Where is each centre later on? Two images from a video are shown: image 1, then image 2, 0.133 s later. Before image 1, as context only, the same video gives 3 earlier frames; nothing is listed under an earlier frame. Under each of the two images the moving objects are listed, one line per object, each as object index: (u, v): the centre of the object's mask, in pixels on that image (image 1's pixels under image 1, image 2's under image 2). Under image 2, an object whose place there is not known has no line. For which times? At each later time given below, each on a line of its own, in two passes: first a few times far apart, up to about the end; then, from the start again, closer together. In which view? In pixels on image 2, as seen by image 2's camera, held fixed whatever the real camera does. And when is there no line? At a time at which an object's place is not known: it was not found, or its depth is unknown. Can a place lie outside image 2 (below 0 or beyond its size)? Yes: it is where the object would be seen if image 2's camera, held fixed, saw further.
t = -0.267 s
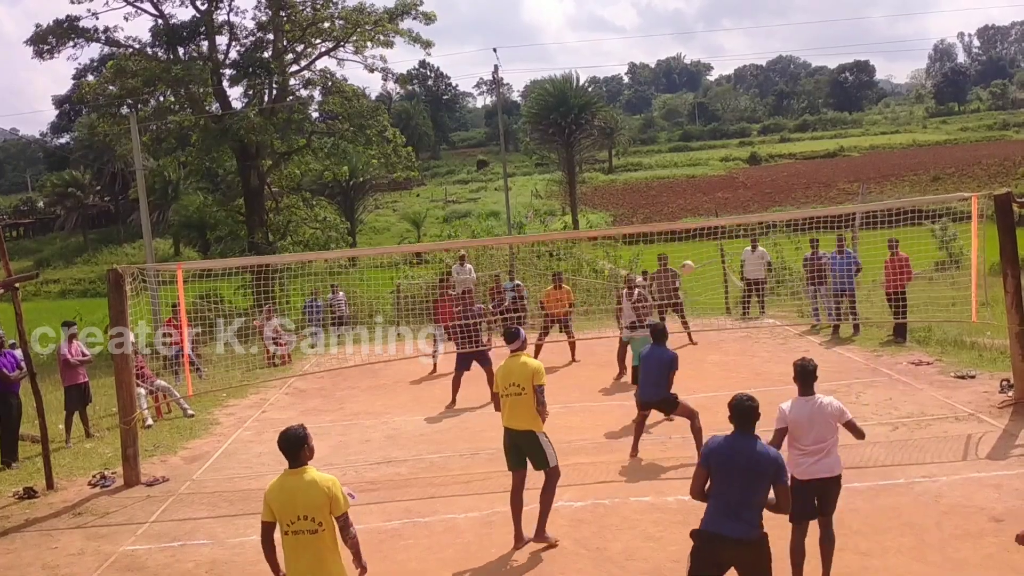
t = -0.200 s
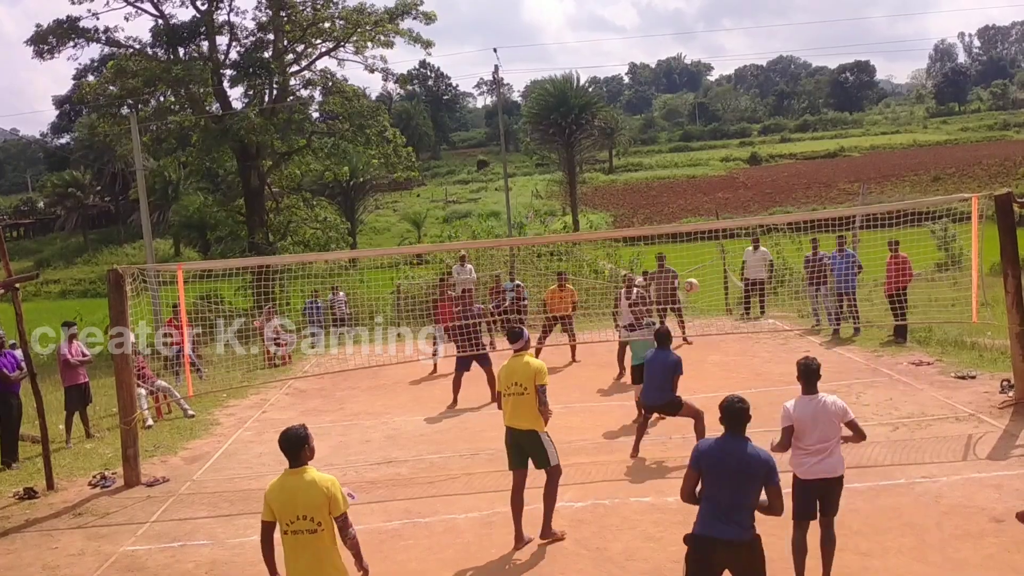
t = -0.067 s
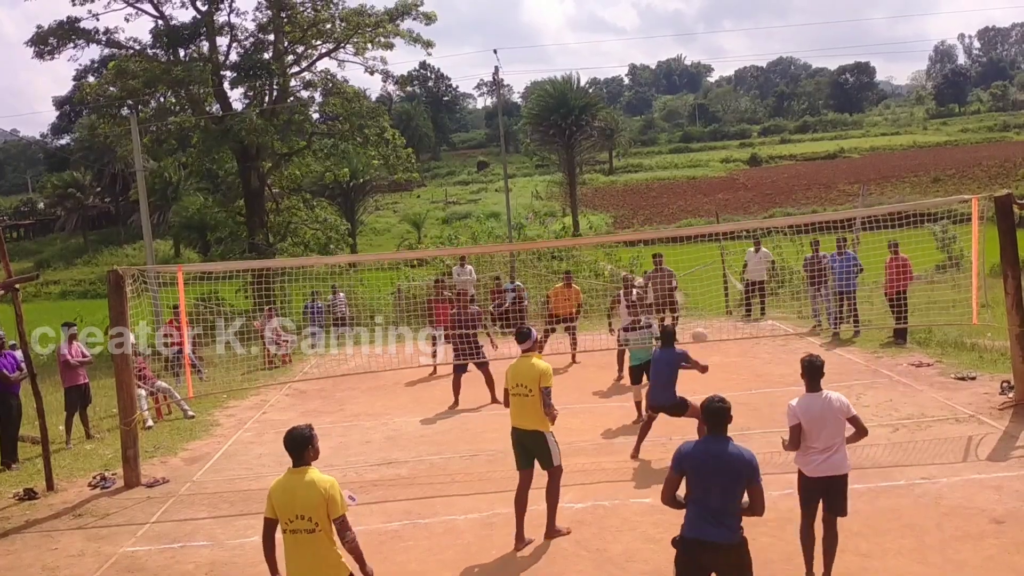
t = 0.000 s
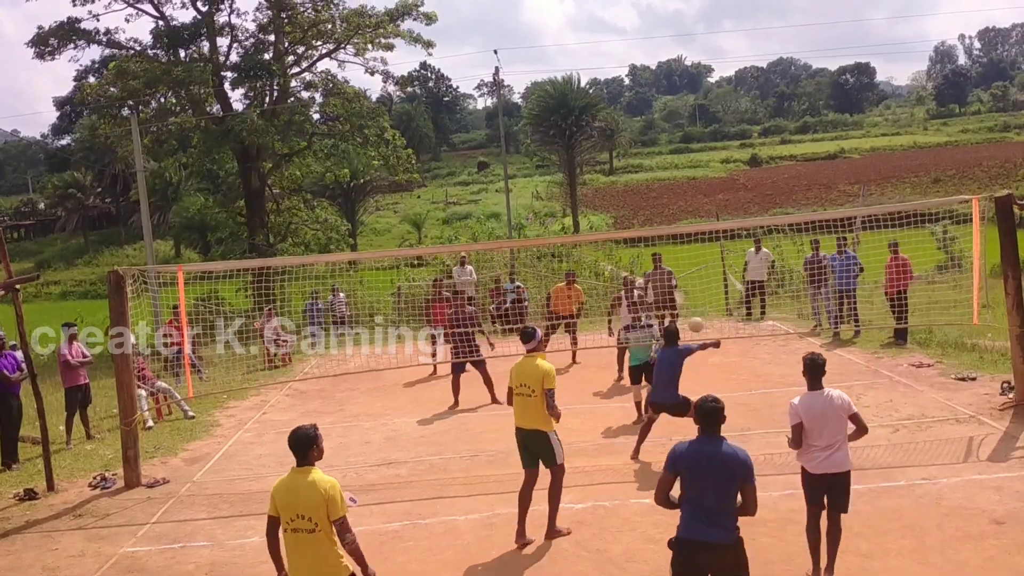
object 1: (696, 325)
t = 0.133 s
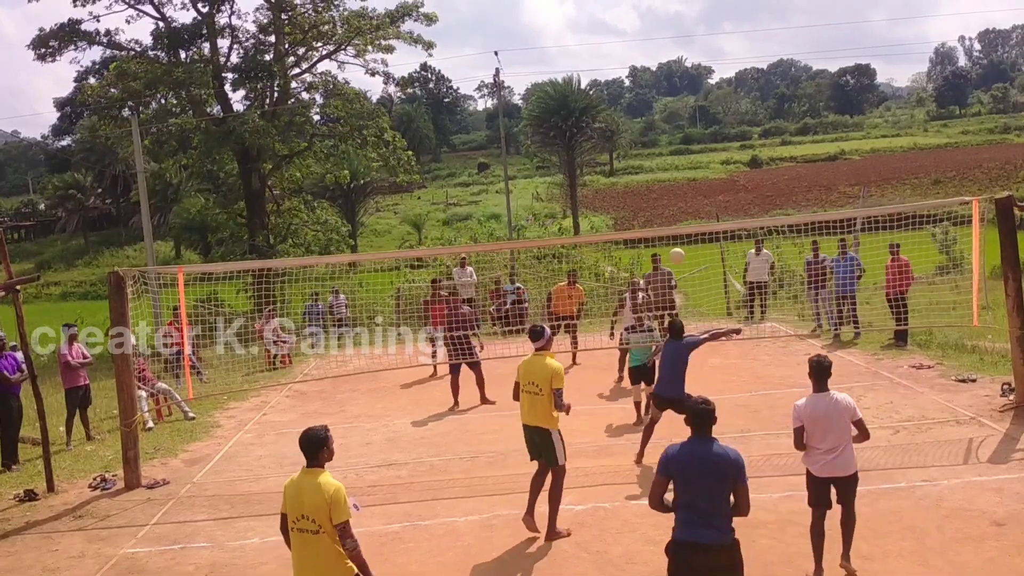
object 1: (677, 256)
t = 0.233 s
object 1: (662, 212)
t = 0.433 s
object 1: (632, 151)
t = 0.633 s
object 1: (603, 127)
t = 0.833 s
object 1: (574, 142)
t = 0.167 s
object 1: (672, 240)
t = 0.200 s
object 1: (667, 225)
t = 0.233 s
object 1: (662, 212)
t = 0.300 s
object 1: (652, 188)
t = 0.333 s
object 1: (647, 177)
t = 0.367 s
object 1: (642, 167)
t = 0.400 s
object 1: (637, 159)
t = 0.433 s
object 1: (632, 151)
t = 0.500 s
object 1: (622, 139)
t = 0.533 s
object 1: (618, 134)
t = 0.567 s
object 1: (612, 131)
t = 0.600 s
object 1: (608, 128)
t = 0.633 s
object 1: (603, 127)
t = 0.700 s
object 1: (593, 128)
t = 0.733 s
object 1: (588, 130)
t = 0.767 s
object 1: (583, 133)
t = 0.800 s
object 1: (578, 137)
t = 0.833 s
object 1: (574, 142)
